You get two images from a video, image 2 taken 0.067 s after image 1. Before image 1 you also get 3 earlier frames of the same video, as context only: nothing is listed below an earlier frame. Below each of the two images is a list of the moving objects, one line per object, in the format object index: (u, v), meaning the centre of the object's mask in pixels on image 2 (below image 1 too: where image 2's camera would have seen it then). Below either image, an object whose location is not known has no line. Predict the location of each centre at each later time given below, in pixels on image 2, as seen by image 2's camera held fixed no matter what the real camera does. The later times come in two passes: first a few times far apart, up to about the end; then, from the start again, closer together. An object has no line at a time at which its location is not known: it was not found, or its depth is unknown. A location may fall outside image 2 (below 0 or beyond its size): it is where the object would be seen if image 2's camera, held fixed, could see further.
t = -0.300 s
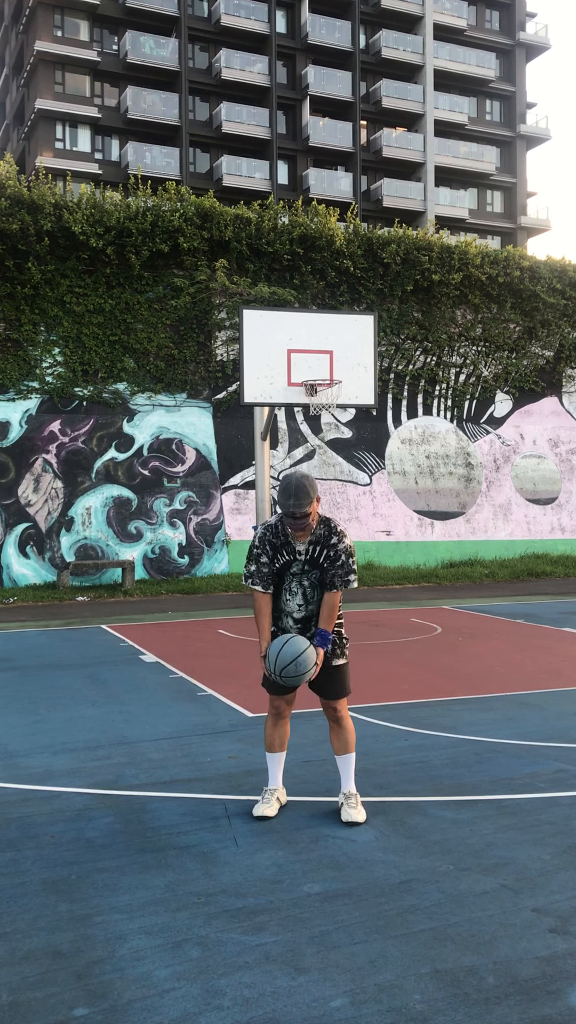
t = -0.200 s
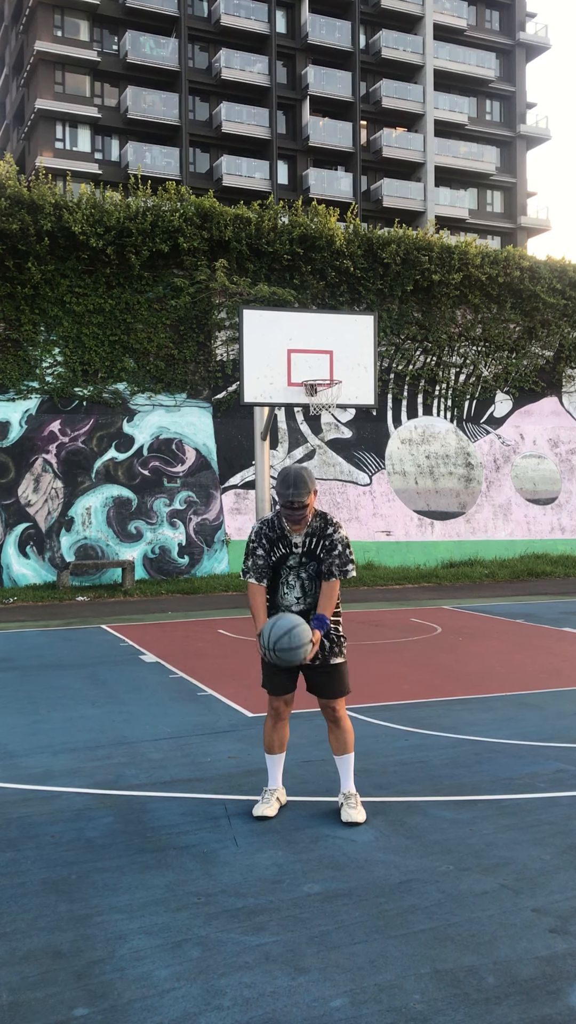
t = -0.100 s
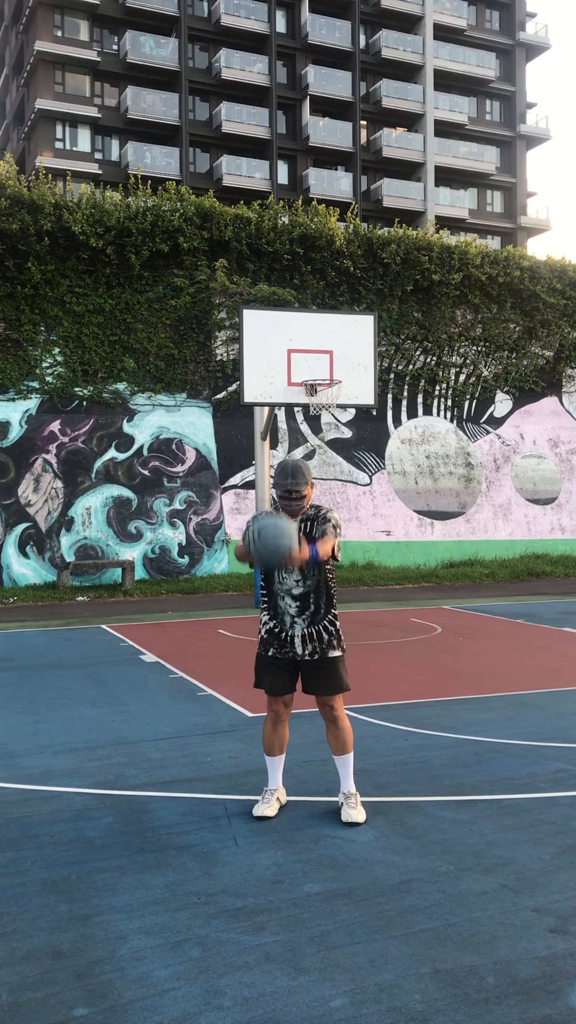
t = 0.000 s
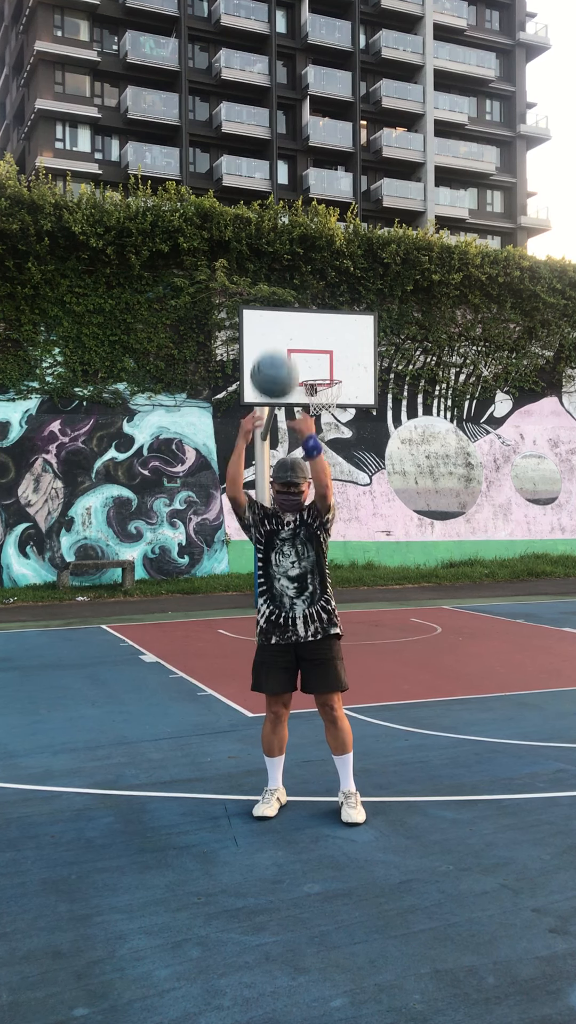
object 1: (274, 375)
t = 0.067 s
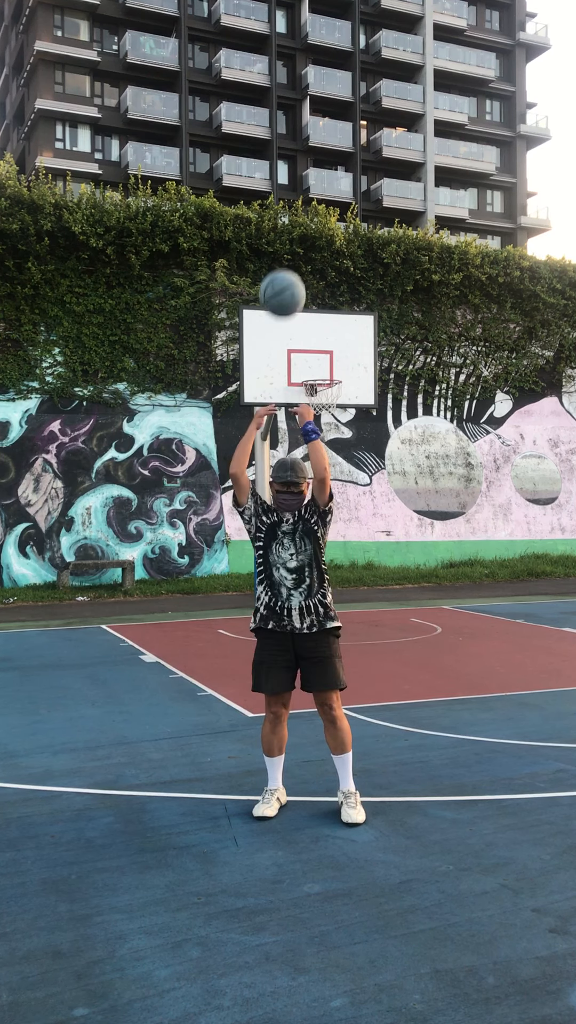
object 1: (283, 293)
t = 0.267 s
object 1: (298, 151)
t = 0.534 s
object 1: (312, 102)
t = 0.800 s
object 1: (323, 143)
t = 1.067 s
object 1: (332, 238)
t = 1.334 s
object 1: (341, 366)
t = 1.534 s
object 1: (377, 430)
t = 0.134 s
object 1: (289, 232)
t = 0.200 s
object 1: (293, 186)
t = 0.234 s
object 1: (296, 168)
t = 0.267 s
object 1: (298, 151)
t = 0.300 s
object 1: (300, 138)
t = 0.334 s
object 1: (302, 128)
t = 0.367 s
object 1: (303, 120)
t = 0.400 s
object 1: (306, 112)
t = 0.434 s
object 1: (307, 107)
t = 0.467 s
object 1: (309, 104)
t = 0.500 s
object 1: (310, 102)
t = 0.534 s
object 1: (312, 102)
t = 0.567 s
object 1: (313, 102)
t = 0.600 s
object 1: (315, 105)
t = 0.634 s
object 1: (316, 109)
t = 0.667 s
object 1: (317, 113)
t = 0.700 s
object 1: (319, 119)
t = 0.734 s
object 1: (320, 126)
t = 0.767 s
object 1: (322, 133)
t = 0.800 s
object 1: (323, 143)
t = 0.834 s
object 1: (324, 153)
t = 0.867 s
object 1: (325, 162)
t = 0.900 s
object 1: (326, 173)
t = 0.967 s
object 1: (329, 197)
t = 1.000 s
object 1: (330, 209)
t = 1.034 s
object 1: (331, 224)
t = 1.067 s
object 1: (332, 238)
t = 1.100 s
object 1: (333, 252)
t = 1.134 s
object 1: (334, 268)
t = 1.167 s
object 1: (335, 284)
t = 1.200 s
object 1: (336, 299)
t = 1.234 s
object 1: (337, 315)
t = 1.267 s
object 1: (338, 332)
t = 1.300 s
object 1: (339, 348)
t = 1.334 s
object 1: (341, 366)
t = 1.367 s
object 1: (344, 381)
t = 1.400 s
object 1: (347, 395)
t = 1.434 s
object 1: (354, 402)
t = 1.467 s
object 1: (361, 411)
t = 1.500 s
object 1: (369, 420)
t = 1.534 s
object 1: (377, 430)
